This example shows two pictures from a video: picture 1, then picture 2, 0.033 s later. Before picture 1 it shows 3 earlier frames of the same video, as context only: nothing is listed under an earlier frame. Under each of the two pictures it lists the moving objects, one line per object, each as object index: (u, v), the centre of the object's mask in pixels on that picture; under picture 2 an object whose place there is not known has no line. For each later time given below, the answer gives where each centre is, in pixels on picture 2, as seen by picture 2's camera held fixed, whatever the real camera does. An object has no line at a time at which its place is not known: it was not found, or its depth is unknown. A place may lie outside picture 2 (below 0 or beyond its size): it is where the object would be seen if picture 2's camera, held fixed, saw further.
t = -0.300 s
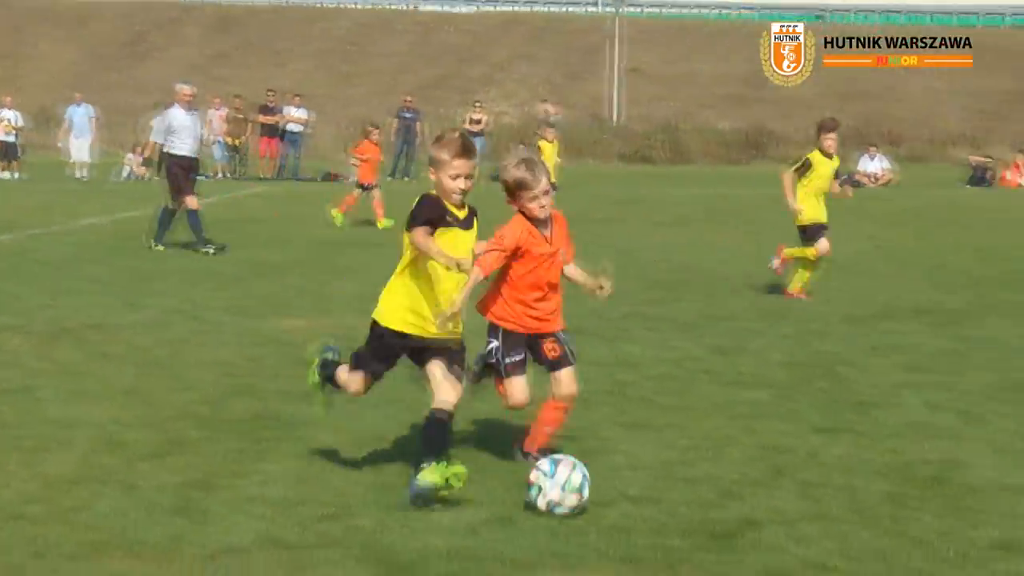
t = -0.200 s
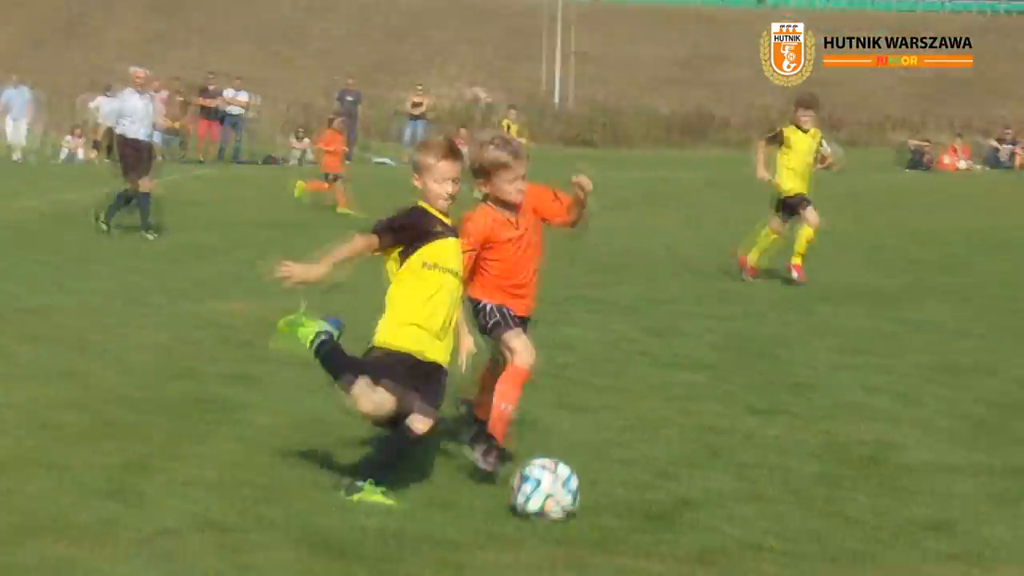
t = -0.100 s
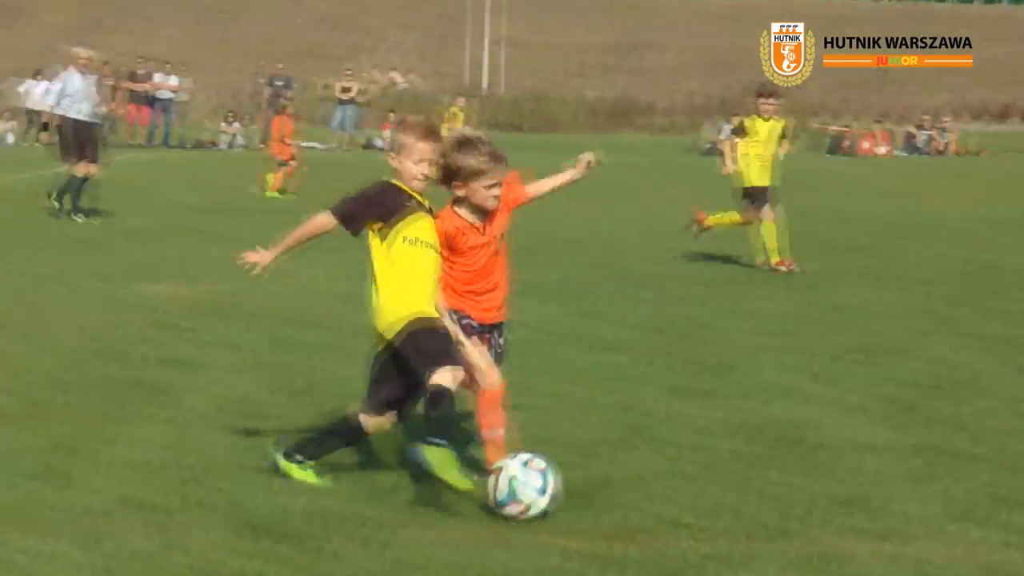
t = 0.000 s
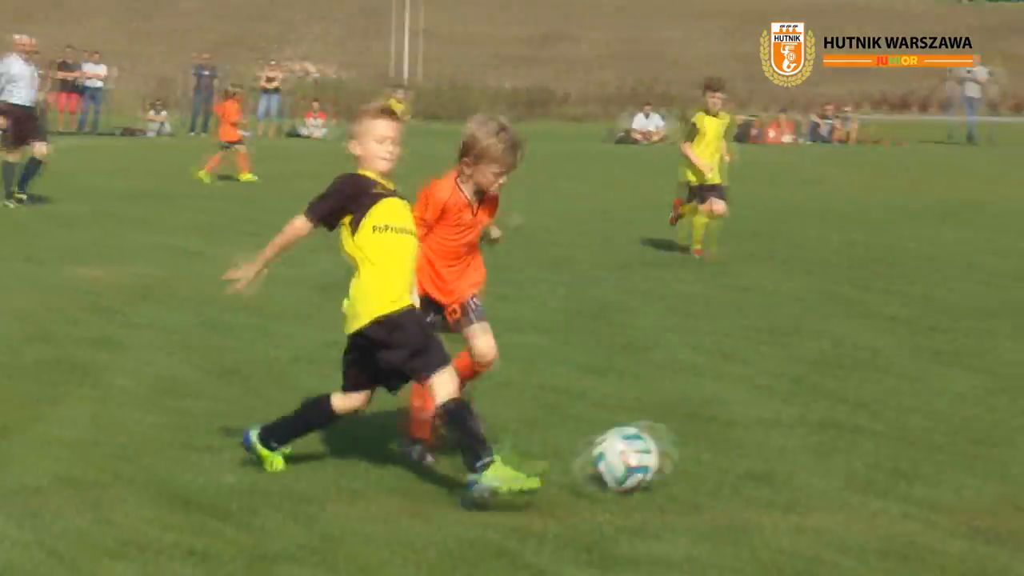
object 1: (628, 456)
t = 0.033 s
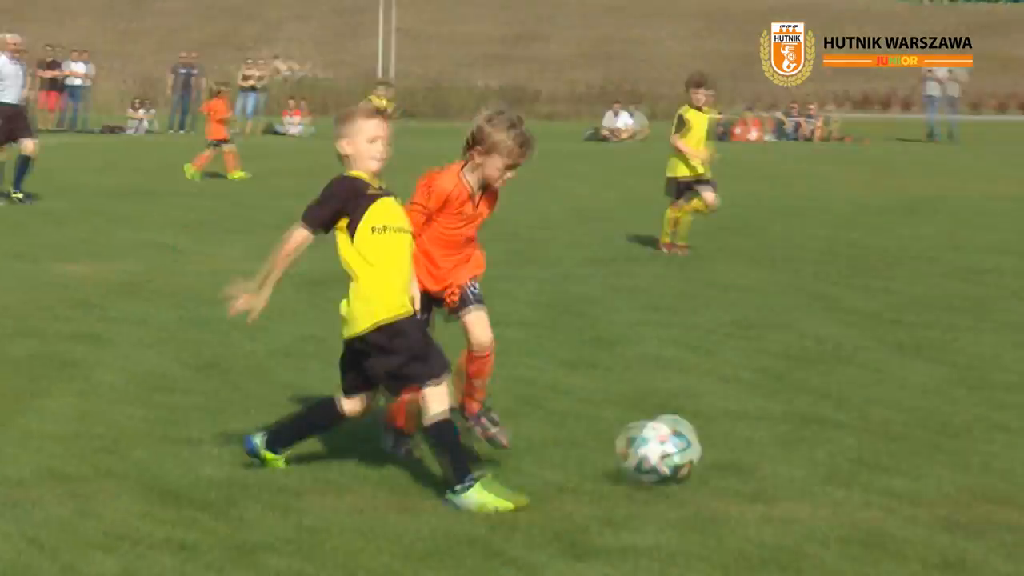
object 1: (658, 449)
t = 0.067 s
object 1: (729, 451)
